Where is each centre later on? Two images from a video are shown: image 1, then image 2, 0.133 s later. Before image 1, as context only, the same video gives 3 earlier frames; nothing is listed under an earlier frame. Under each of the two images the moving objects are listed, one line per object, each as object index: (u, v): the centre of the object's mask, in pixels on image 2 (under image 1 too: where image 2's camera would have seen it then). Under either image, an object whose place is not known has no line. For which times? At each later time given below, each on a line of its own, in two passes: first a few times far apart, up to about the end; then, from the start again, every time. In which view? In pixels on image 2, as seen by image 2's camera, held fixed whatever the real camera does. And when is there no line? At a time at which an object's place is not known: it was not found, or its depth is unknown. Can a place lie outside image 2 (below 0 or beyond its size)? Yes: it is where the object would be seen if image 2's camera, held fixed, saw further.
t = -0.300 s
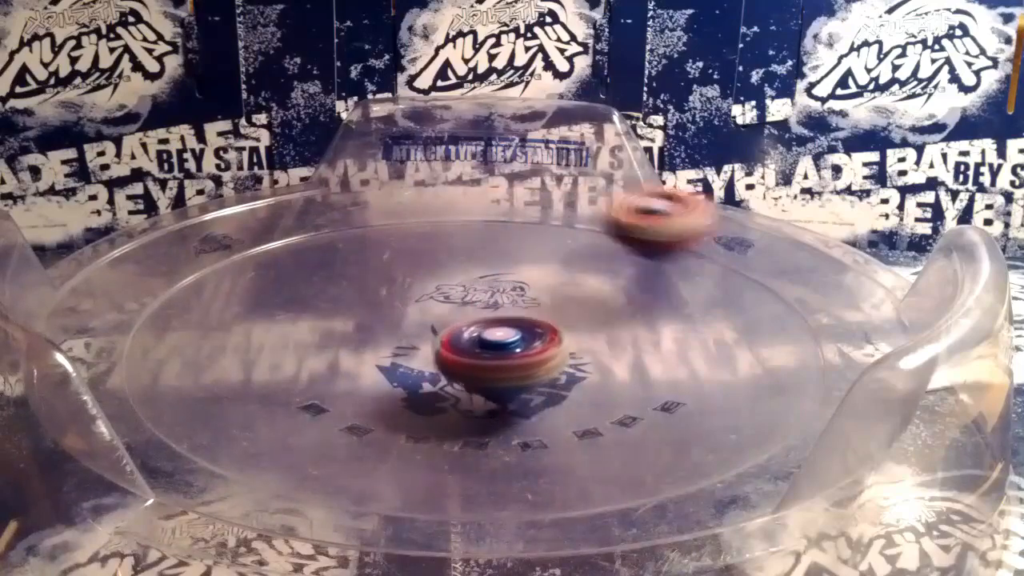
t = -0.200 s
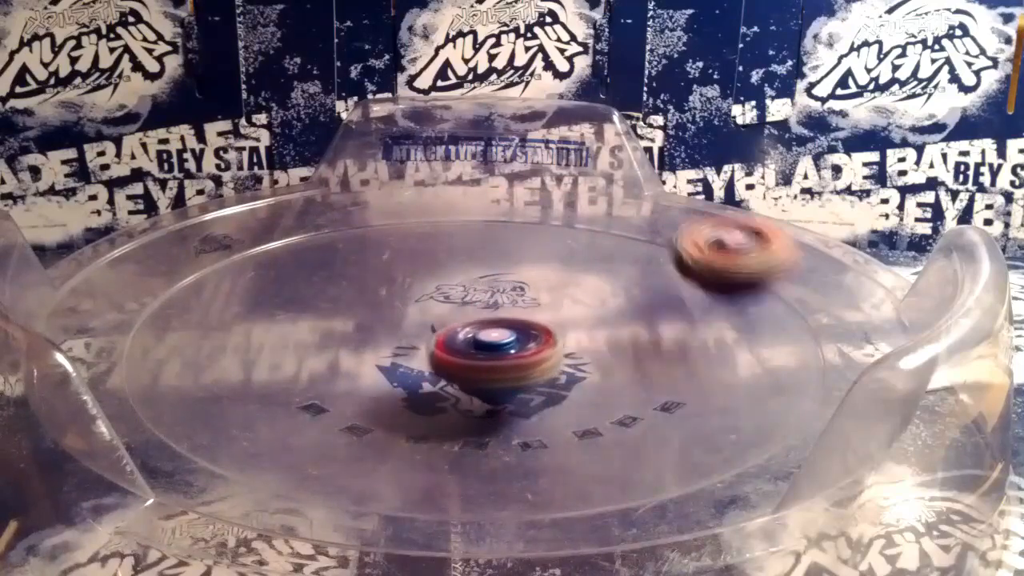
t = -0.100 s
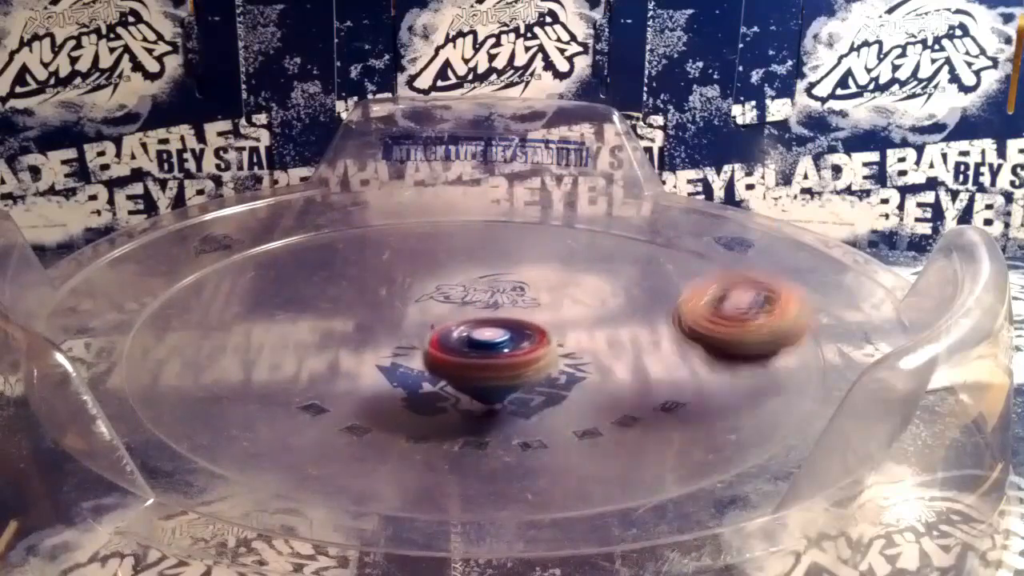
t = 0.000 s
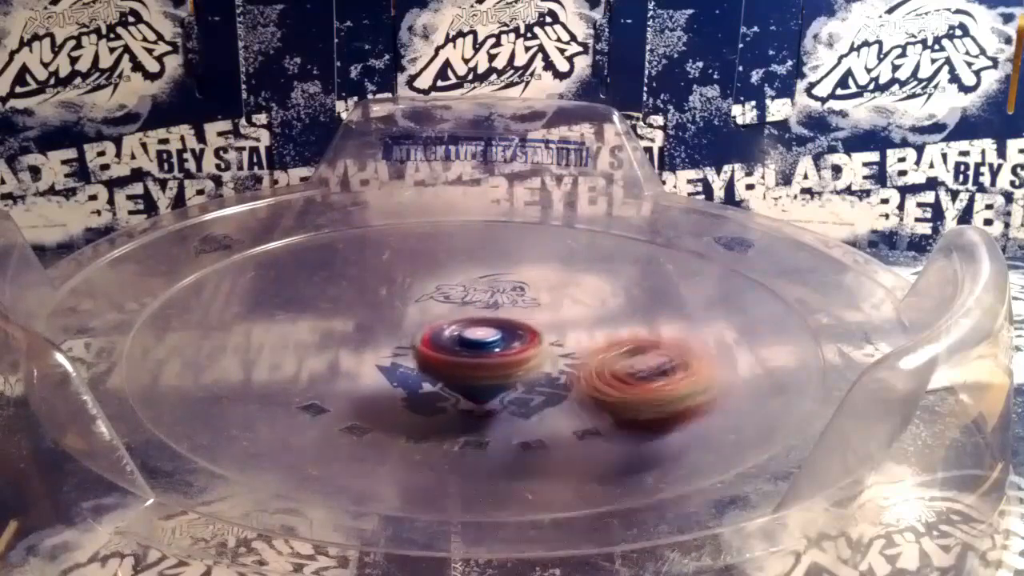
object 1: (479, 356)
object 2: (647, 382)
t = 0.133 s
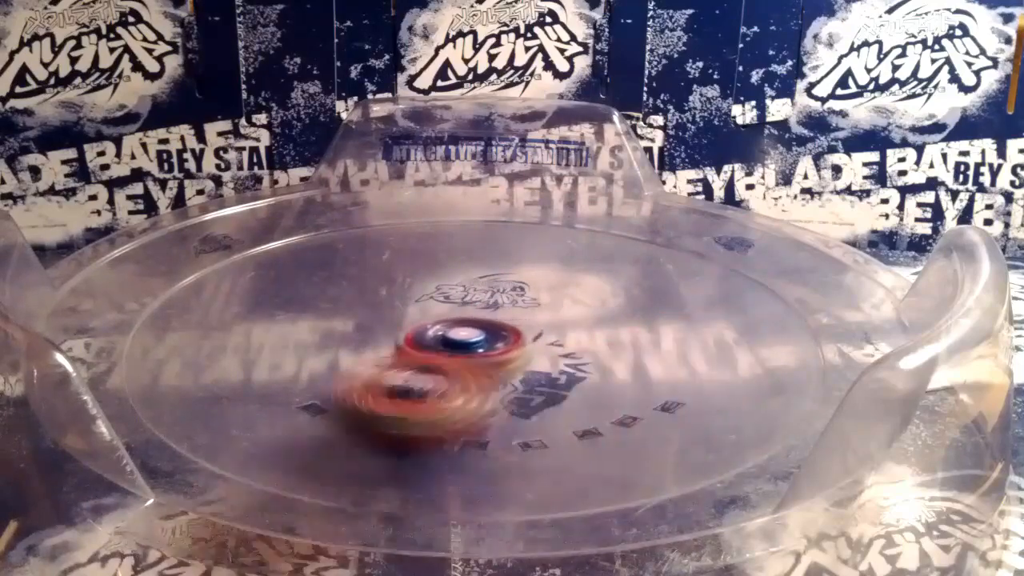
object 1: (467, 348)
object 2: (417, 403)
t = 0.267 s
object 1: (448, 355)
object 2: (233, 339)
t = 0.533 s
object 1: (436, 353)
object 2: (307, 206)
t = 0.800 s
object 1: (435, 341)
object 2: (593, 251)
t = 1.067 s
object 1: (423, 327)
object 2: (614, 406)
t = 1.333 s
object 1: (430, 322)
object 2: (202, 391)
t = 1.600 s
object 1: (451, 315)
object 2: (315, 271)
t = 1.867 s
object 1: (474, 309)
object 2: (632, 255)
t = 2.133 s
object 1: (478, 313)
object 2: (768, 363)
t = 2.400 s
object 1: (496, 323)
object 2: (367, 393)
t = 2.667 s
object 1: (528, 330)
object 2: (317, 244)
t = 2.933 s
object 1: (524, 330)
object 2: (553, 203)
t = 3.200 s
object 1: (499, 339)
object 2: (659, 337)
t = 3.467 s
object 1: (483, 354)
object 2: (324, 402)
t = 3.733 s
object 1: (474, 356)
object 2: (192, 275)
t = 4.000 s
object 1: (457, 348)
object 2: (481, 256)
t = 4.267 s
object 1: (432, 342)
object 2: (719, 335)
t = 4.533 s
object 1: (423, 335)
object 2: (504, 432)
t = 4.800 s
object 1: (439, 331)
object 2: (301, 320)
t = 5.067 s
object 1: (456, 320)
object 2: (478, 221)
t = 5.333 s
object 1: (463, 310)
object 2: (688, 264)
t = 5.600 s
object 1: (461, 313)
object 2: (505, 395)
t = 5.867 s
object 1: (489, 328)
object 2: (204, 314)
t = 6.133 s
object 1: (522, 328)
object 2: (357, 236)
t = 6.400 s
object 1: (498, 349)
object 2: (648, 278)
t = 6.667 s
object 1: (506, 372)
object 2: (753, 386)
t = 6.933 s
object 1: (511, 371)
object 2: (375, 399)
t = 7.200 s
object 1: (475, 355)
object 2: (337, 260)
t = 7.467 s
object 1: (412, 343)
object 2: (546, 202)
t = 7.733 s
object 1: (380, 341)
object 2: (661, 314)
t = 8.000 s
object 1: (407, 331)
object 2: (387, 402)
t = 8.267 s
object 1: (446, 323)
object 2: (176, 296)
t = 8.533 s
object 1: (483, 310)
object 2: (404, 242)
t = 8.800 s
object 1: (542, 325)
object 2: (476, 215)
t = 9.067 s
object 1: (710, 340)
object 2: (494, 214)
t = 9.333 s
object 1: (511, 326)
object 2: (499, 253)
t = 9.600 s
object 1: (455, 425)
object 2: (507, 280)
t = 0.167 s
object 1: (466, 353)
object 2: (366, 393)
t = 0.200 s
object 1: (456, 356)
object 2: (310, 380)
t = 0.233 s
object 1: (452, 355)
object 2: (269, 361)
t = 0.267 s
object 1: (448, 355)
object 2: (233, 339)
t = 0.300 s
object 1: (444, 355)
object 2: (217, 317)
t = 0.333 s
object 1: (440, 356)
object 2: (207, 295)
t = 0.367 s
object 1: (438, 356)
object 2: (207, 274)
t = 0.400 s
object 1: (436, 355)
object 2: (215, 255)
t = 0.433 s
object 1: (436, 355)
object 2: (229, 238)
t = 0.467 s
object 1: (436, 354)
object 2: (249, 225)
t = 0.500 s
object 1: (436, 353)
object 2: (278, 214)
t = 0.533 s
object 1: (436, 353)
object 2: (307, 206)
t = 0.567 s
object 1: (435, 352)
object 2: (341, 201)
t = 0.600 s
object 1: (436, 351)
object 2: (375, 201)
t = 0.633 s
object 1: (436, 350)
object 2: (415, 204)
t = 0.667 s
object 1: (436, 348)
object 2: (453, 208)
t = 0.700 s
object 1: (436, 347)
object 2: (491, 216)
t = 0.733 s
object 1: (436, 344)
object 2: (529, 229)
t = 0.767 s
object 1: (436, 342)
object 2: (563, 239)
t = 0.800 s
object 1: (435, 341)
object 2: (593, 251)
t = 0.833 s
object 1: (433, 339)
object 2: (621, 271)
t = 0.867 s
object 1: (431, 337)
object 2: (641, 286)
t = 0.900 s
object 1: (429, 335)
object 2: (655, 306)
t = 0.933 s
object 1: (428, 333)
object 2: (664, 327)
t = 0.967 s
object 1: (426, 332)
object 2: (666, 348)
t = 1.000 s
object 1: (425, 330)
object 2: (662, 367)
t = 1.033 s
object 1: (424, 328)
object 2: (643, 389)
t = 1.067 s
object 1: (423, 327)
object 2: (614, 406)
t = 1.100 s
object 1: (423, 326)
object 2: (573, 420)
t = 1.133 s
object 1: (422, 325)
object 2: (524, 430)
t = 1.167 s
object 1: (422, 324)
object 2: (462, 436)
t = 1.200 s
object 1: (423, 323)
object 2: (403, 435)
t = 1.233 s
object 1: (424, 322)
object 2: (345, 429)
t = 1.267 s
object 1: (426, 322)
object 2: (292, 420)
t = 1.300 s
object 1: (428, 322)
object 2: (238, 409)
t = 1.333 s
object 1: (430, 322)
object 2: (202, 391)
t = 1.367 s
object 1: (432, 321)
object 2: (176, 374)
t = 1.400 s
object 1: (434, 320)
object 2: (168, 353)
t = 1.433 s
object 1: (436, 319)
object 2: (174, 335)
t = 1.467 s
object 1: (439, 319)
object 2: (191, 319)
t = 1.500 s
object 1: (442, 318)
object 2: (213, 304)
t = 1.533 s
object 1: (445, 317)
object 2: (248, 290)
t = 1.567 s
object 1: (448, 316)
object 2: (281, 280)
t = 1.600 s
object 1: (451, 315)
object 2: (315, 271)
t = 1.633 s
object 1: (455, 314)
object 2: (351, 262)
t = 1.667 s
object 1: (457, 313)
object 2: (389, 256)
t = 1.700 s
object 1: (460, 311)
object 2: (430, 249)
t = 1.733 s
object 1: (463, 310)
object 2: (472, 246)
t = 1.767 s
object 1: (465, 309)
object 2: (511, 248)
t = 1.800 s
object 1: (469, 309)
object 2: (553, 250)
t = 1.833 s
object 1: (471, 309)
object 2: (596, 251)
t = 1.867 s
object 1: (474, 309)
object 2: (632, 255)
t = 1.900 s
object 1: (473, 308)
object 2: (666, 260)
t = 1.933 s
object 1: (475, 309)
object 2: (698, 267)
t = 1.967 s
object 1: (476, 309)
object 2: (727, 276)
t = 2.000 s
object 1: (476, 309)
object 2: (751, 291)
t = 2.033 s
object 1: (477, 310)
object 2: (770, 307)
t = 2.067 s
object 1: (477, 311)
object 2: (781, 324)
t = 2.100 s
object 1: (477, 312)
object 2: (781, 344)
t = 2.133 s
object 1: (478, 313)
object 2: (768, 363)
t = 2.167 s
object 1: (479, 314)
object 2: (739, 381)
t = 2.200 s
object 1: (480, 315)
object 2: (696, 397)
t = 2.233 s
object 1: (482, 317)
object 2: (641, 410)
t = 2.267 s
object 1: (483, 318)
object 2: (580, 417)
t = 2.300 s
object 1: (485, 319)
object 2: (518, 417)
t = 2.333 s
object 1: (489, 320)
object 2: (463, 413)
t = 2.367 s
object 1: (492, 322)
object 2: (413, 407)
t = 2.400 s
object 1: (496, 323)
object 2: (367, 393)
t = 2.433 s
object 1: (500, 325)
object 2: (331, 378)
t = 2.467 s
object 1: (505, 326)
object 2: (301, 360)
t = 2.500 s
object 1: (509, 327)
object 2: (286, 338)
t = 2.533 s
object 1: (513, 327)
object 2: (277, 317)
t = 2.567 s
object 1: (517, 329)
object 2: (278, 296)
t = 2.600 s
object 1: (521, 329)
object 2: (286, 280)
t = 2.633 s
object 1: (525, 330)
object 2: (299, 261)
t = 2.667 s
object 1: (528, 330)
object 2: (317, 244)
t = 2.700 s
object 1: (531, 330)
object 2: (337, 231)
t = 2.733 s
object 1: (533, 330)
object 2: (362, 220)
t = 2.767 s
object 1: (533, 330)
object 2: (391, 210)
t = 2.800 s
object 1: (533, 330)
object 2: (422, 205)
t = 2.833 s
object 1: (532, 330)
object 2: (457, 200)
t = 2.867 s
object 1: (529, 330)
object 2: (488, 197)
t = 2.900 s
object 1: (526, 330)
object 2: (521, 199)
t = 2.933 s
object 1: (524, 330)
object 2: (553, 203)
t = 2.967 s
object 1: (522, 329)
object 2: (585, 211)
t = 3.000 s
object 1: (520, 330)
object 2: (612, 224)
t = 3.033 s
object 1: (517, 331)
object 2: (636, 239)
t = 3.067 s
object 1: (514, 332)
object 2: (652, 254)
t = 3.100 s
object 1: (509, 334)
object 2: (665, 274)
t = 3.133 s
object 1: (506, 336)
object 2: (670, 294)
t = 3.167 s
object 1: (501, 337)
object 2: (668, 315)
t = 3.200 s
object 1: (499, 339)
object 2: (659, 337)
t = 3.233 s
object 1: (495, 341)
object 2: (642, 357)
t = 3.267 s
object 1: (492, 342)
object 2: (612, 377)
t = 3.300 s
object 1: (483, 340)
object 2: (572, 393)
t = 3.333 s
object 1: (482, 335)
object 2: (528, 401)
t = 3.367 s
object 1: (488, 338)
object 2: (480, 409)
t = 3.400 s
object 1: (489, 343)
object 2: (430, 411)
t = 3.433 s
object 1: (484, 352)
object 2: (380, 408)
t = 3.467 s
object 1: (483, 354)
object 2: (324, 402)
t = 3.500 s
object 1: (482, 355)
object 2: (270, 390)
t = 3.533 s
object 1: (480, 356)
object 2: (225, 375)
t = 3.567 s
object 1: (479, 357)
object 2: (191, 360)
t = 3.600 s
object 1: (479, 358)
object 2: (166, 342)
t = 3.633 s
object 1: (477, 358)
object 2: (156, 323)
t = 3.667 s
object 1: (476, 357)
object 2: (157, 306)
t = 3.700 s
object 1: (475, 357)
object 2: (171, 289)
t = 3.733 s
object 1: (474, 356)
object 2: (192, 275)
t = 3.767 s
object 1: (473, 355)
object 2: (220, 264)
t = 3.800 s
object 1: (472, 354)
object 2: (252, 255)
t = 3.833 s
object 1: (471, 353)
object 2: (288, 251)
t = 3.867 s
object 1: (470, 352)
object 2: (327, 247)
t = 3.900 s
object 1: (468, 351)
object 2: (367, 248)
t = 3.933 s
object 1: (465, 350)
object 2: (405, 248)
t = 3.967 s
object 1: (461, 349)
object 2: (441, 251)
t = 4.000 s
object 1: (457, 348)
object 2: (481, 256)
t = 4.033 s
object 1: (454, 347)
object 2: (522, 261)
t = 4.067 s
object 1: (452, 346)
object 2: (558, 268)
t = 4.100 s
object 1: (448, 346)
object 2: (594, 276)
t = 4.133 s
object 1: (444, 345)
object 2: (627, 285)
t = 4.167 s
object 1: (439, 344)
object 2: (655, 295)
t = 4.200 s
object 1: (437, 344)
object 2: (681, 306)
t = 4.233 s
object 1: (435, 343)
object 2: (703, 320)
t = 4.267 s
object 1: (432, 342)
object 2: (719, 335)
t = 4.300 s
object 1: (430, 341)
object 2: (730, 351)
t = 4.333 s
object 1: (428, 340)
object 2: (731, 368)
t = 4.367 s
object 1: (427, 339)
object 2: (722, 385)
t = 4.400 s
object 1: (425, 338)
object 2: (699, 403)
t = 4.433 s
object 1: (424, 338)
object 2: (663, 417)
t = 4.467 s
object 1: (424, 337)
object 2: (618, 425)
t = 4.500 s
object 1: (423, 336)
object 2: (565, 432)
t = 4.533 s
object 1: (423, 335)
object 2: (504, 432)
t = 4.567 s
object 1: (424, 335)
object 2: (450, 428)
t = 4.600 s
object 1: (426, 333)
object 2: (401, 418)
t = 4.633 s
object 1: (428, 331)
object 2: (363, 405)
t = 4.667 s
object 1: (430, 332)
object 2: (336, 392)
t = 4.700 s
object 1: (432, 333)
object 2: (316, 378)
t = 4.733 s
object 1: (433, 332)
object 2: (303, 360)
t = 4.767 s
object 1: (436, 331)
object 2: (296, 338)
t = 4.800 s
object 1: (439, 331)
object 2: (301, 320)
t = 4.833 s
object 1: (441, 330)
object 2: (311, 303)
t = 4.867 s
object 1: (444, 329)
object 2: (326, 287)
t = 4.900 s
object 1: (446, 328)
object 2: (346, 272)
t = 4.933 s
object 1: (448, 327)
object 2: (366, 259)
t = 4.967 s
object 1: (450, 325)
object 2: (391, 246)
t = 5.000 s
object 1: (453, 323)
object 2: (418, 236)
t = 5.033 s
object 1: (455, 322)
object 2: (448, 228)
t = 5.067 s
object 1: (456, 320)
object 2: (478, 221)
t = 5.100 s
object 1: (458, 318)
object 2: (511, 216)
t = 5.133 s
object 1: (459, 316)
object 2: (544, 214)
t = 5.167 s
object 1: (462, 315)
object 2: (575, 215)
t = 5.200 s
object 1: (462, 314)
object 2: (607, 218)
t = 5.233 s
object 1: (462, 313)
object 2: (636, 226)
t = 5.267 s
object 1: (462, 311)
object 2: (658, 233)
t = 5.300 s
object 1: (462, 310)
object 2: (676, 248)
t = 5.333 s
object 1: (463, 310)
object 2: (688, 264)
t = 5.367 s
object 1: (463, 309)
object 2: (694, 280)
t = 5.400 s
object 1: (463, 309)
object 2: (693, 300)
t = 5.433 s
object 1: (464, 310)
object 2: (682, 321)
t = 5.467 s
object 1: (464, 311)
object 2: (666, 342)
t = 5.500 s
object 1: (463, 311)
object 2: (635, 360)
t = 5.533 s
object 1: (462, 313)
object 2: (597, 378)
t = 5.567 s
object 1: (461, 314)
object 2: (554, 389)
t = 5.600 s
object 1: (461, 313)
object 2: (505, 395)
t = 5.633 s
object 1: (462, 312)
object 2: (460, 396)
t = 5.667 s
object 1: (465, 317)
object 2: (410, 395)
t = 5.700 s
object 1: (466, 320)
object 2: (367, 388)
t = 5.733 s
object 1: (470, 322)
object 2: (321, 381)
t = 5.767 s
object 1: (474, 324)
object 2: (281, 366)
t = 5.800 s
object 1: (478, 326)
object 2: (245, 352)
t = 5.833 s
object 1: (484, 327)
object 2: (218, 333)
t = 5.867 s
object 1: (489, 328)
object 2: (204, 314)
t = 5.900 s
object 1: (495, 328)
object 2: (199, 297)
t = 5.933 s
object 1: (501, 328)
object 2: (204, 281)
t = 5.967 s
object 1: (506, 329)
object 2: (214, 267)
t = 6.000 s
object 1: (510, 328)
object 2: (234, 255)
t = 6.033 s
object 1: (514, 328)
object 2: (260, 245)
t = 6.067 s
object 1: (517, 328)
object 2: (290, 239)
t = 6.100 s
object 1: (520, 328)
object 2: (319, 236)
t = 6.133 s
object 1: (522, 328)
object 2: (357, 236)
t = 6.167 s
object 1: (524, 328)
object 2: (395, 239)
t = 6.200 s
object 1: (525, 329)
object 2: (431, 244)
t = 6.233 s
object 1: (525, 329)
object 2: (465, 251)
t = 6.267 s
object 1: (524, 328)
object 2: (500, 257)
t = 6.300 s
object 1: (523, 329)
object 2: (532, 263)
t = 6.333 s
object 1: (511, 336)
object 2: (577, 271)
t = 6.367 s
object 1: (502, 343)
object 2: (616, 274)
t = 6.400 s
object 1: (498, 349)
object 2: (648, 278)
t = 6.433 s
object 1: (496, 353)
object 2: (679, 286)
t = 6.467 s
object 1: (496, 356)
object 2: (705, 295)
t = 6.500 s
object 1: (496, 359)
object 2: (729, 306)
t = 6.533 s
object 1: (496, 362)
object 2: (750, 320)
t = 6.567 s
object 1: (497, 364)
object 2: (765, 336)
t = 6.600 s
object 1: (500, 367)
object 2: (771, 352)
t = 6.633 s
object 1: (502, 369)
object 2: (768, 370)
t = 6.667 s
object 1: (506, 372)
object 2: (753, 386)
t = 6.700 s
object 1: (507, 373)
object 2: (720, 403)
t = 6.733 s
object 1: (508, 373)
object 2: (674, 414)
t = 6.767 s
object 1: (505, 371)
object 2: (620, 421)
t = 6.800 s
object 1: (503, 362)
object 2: (562, 423)
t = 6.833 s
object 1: (508, 359)
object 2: (504, 426)
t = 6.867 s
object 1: (516, 361)
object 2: (457, 422)
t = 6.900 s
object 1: (517, 368)
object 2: (417, 415)
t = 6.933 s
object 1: (511, 371)
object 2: (375, 399)
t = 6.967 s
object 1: (510, 371)
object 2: (342, 383)
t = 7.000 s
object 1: (509, 370)
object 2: (317, 366)
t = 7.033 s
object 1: (506, 368)
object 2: (305, 348)
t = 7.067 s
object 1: (501, 365)
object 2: (300, 329)
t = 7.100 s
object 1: (496, 363)
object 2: (302, 310)
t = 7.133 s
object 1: (490, 360)
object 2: (308, 293)
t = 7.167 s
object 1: (485, 358)
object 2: (319, 277)
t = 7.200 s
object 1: (475, 355)
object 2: (337, 260)
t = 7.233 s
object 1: (468, 353)
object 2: (353, 245)
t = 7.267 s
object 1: (461, 351)
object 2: (374, 233)
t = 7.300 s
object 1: (453, 349)
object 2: (397, 221)
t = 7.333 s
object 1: (443, 347)
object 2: (423, 213)
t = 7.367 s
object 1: (435, 345)
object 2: (453, 208)
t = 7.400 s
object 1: (427, 342)
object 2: (485, 204)
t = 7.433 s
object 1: (418, 344)
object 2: (517, 201)
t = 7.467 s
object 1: (412, 343)
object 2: (546, 202)
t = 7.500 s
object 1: (406, 342)
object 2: (574, 207)
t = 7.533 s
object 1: (398, 341)
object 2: (600, 214)
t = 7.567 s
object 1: (392, 340)
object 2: (622, 225)
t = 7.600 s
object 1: (387, 340)
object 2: (642, 239)
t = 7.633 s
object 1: (384, 340)
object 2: (656, 254)
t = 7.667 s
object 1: (382, 340)
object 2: (665, 274)
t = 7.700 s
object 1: (381, 340)
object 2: (667, 293)
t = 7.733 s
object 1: (380, 341)
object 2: (661, 314)
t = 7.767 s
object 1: (381, 341)
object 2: (649, 333)
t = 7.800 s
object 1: (382, 340)
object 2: (630, 353)
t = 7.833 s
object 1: (384, 340)
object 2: (602, 370)
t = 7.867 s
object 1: (387, 340)
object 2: (565, 385)
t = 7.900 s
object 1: (390, 340)
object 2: (526, 395)
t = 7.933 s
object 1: (391, 337)
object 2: (484, 400)
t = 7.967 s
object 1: (397, 331)
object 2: (436, 401)
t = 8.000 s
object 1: (407, 331)
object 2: (387, 402)
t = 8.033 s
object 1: (413, 332)
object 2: (340, 396)
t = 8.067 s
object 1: (415, 334)
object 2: (300, 388)
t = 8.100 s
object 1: (419, 332)
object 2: (255, 376)
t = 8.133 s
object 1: (426, 330)
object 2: (218, 362)
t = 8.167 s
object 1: (432, 329)
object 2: (188, 345)
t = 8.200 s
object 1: (437, 327)
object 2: (173, 328)
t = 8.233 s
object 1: (441, 324)
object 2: (169, 311)
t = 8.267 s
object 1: (446, 323)
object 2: (176, 296)
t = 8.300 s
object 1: (451, 320)
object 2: (193, 283)
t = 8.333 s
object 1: (454, 317)
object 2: (216, 271)
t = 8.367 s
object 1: (457, 314)
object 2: (246, 264)
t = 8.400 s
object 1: (459, 311)
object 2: (276, 259)
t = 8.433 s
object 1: (462, 309)
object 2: (313, 255)
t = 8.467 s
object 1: (463, 306)
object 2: (351, 254)
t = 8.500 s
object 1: (467, 305)
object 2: (383, 252)
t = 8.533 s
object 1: (483, 310)
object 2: (404, 242)
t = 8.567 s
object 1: (500, 311)
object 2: (423, 237)
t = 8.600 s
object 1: (513, 310)
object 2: (438, 237)
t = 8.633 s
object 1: (522, 307)
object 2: (449, 238)
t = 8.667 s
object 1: (528, 303)
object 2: (459, 241)
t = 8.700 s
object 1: (529, 299)
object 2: (467, 242)
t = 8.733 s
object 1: (530, 297)
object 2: (472, 242)
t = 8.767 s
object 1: (536, 311)
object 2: (474, 228)
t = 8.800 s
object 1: (542, 325)
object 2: (476, 215)
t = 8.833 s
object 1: (555, 340)
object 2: (477, 210)
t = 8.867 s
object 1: (568, 348)
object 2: (479, 209)
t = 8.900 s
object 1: (587, 355)
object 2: (482, 209)
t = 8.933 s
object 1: (610, 358)
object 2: (486, 209)
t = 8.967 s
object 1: (637, 359)
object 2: (488, 209)
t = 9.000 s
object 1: (665, 357)
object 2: (490, 210)
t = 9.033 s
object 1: (691, 349)
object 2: (492, 212)
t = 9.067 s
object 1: (710, 340)
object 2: (494, 214)
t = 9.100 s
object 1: (714, 330)
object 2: (495, 218)
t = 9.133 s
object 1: (707, 320)
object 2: (495, 223)
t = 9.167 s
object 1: (687, 313)
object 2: (496, 230)
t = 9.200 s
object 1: (662, 308)
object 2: (497, 233)
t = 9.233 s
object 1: (627, 308)
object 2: (498, 240)
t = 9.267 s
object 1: (593, 310)
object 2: (498, 244)
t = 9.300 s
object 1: (553, 316)
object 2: (499, 249)
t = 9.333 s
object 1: (511, 326)
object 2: (499, 253)
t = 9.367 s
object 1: (479, 337)
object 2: (500, 257)
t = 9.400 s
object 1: (455, 349)
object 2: (500, 260)
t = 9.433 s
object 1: (434, 363)
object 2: (500, 264)
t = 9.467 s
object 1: (418, 378)
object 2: (502, 268)
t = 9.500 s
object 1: (412, 390)
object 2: (503, 271)
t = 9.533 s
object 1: (414, 405)
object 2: (504, 274)
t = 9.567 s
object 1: (429, 416)
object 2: (506, 277)
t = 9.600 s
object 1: (455, 425)
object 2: (507, 280)
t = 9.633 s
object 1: (485, 431)
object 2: (509, 283)
